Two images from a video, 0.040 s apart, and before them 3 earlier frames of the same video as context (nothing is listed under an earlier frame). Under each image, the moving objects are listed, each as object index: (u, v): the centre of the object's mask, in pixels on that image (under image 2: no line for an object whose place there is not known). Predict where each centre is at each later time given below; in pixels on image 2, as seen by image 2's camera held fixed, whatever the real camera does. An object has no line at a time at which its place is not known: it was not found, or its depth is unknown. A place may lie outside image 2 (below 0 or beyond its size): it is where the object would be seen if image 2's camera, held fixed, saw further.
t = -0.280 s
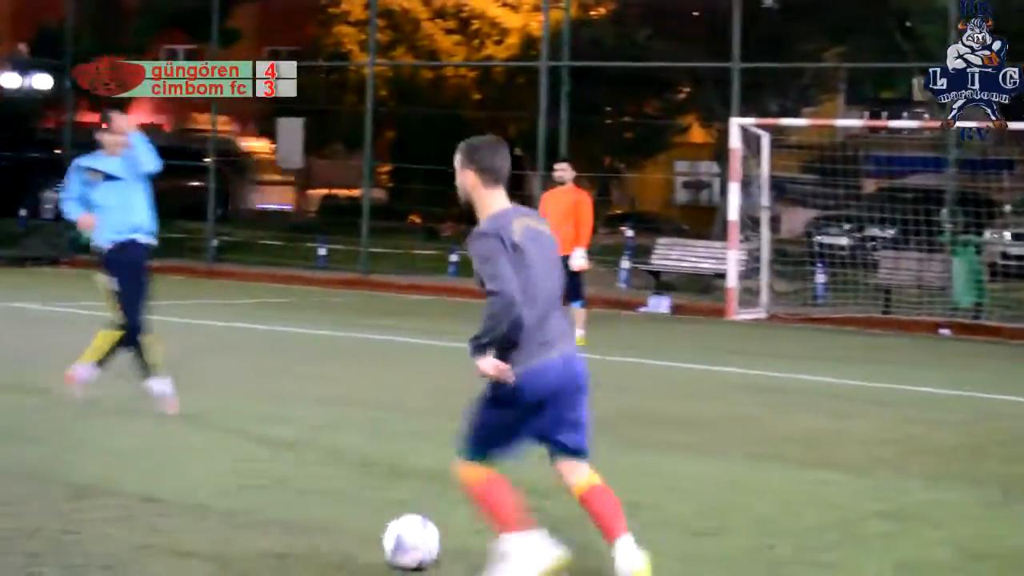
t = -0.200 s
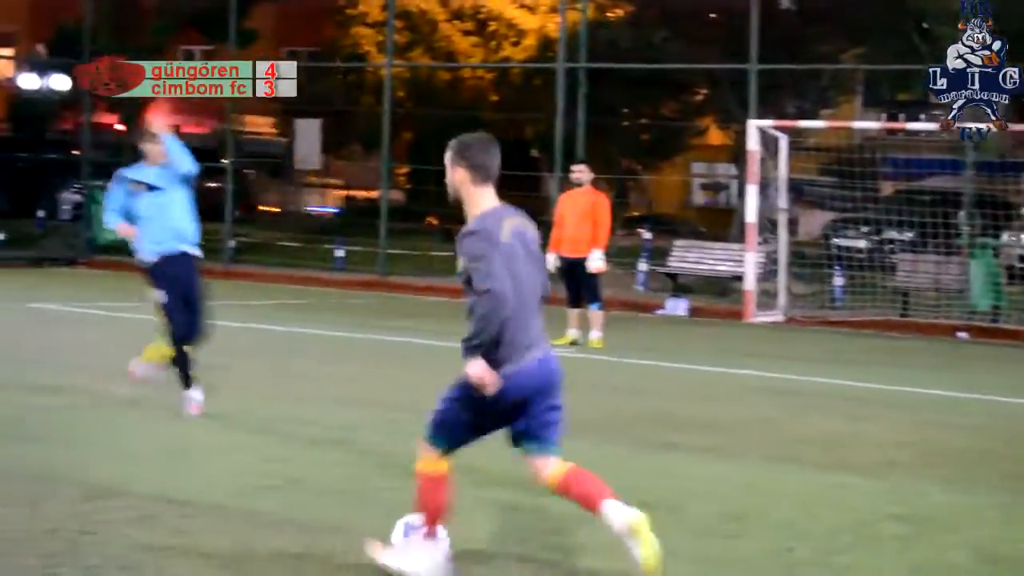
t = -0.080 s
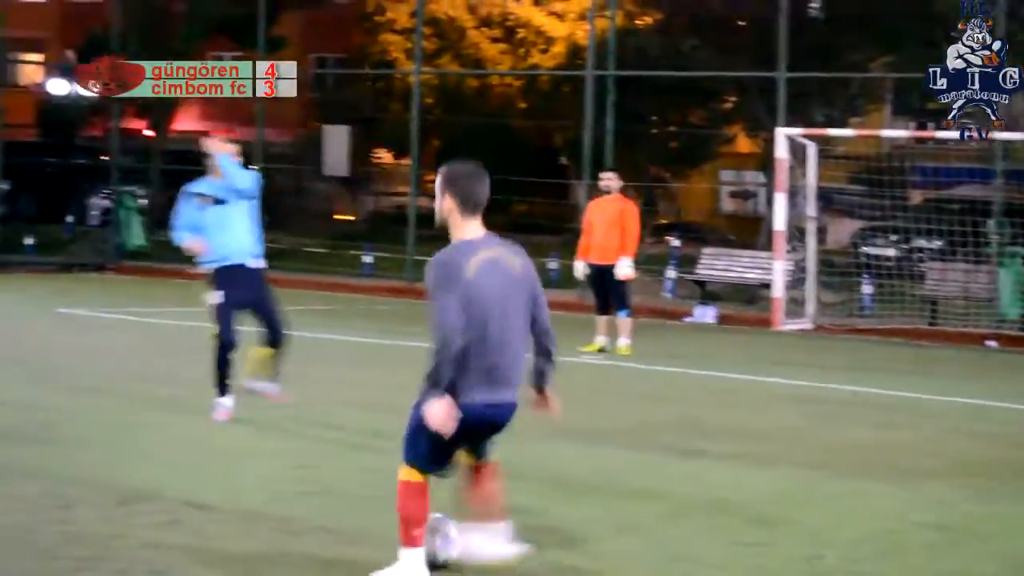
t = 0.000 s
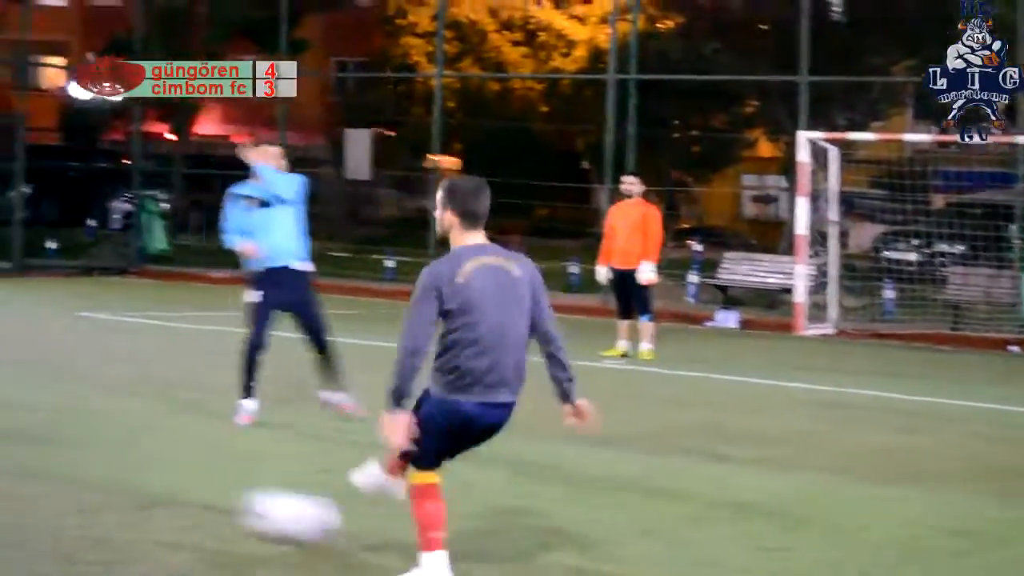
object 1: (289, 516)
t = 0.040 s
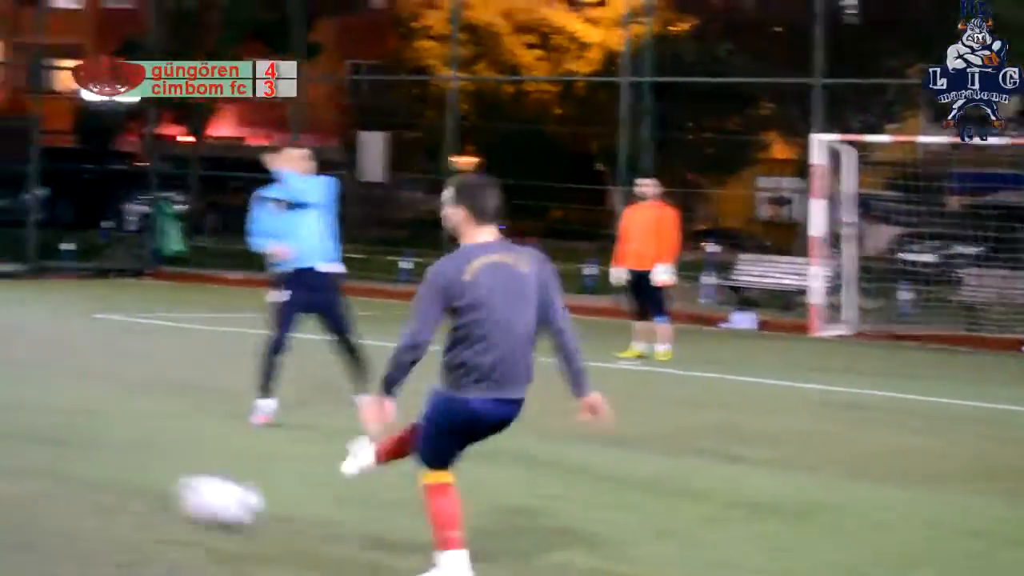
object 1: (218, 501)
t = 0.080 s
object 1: (137, 489)
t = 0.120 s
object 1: (71, 474)
